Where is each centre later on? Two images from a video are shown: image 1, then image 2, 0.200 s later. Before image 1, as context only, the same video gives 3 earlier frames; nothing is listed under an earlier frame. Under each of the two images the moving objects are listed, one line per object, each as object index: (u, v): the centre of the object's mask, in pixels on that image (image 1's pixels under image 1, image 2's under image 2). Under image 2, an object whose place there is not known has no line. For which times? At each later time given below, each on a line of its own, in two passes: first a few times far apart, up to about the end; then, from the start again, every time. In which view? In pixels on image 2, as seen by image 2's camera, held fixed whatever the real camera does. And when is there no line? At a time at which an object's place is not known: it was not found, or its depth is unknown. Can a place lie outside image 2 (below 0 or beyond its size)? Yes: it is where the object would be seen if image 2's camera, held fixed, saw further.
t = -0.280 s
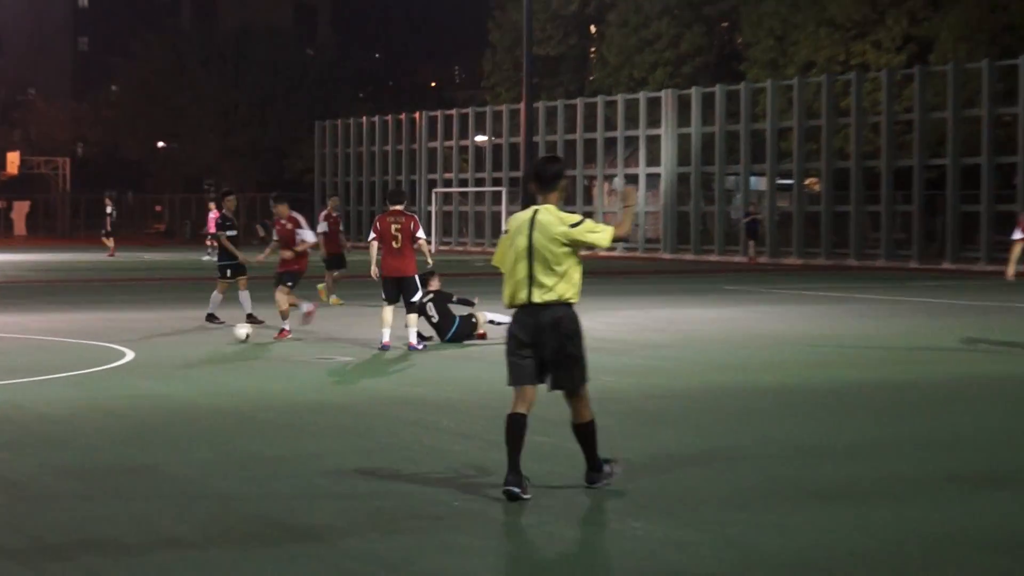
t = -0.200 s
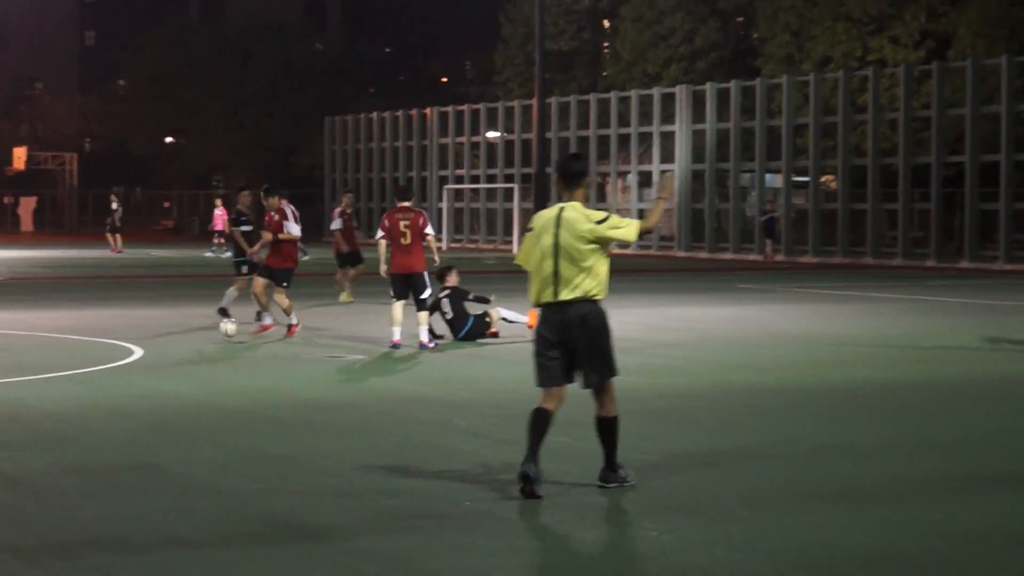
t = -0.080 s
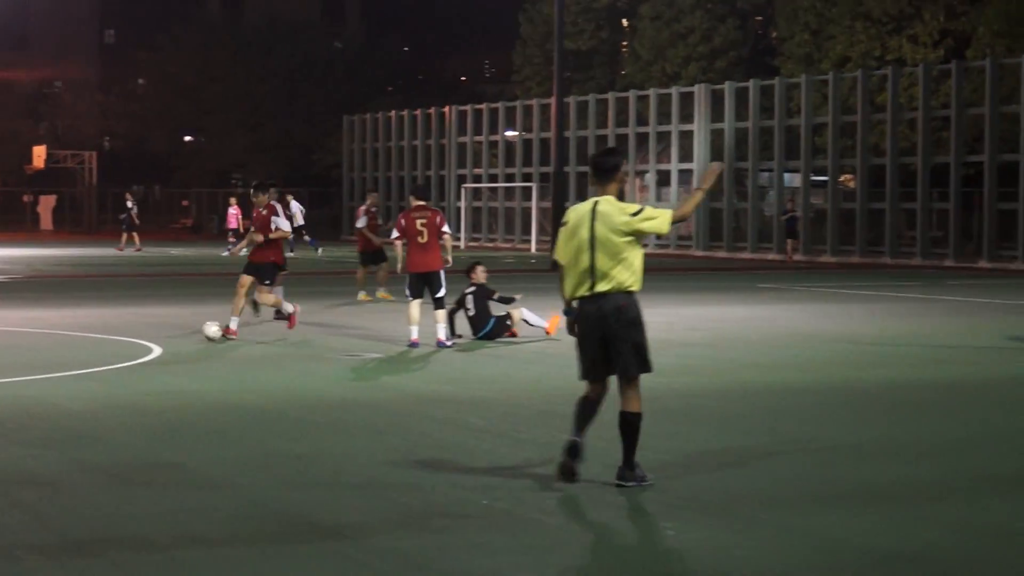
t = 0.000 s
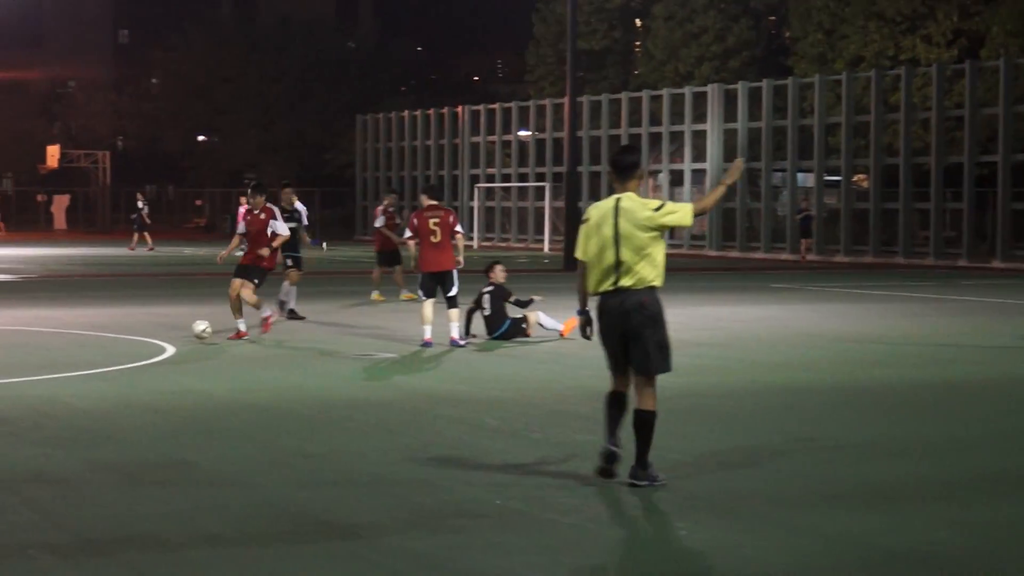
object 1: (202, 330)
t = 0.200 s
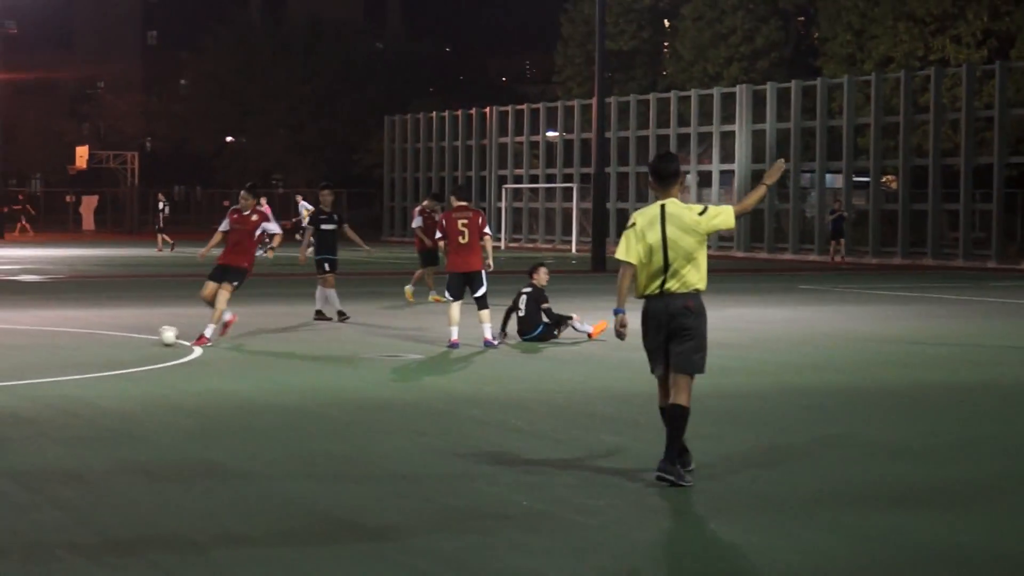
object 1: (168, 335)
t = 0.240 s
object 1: (157, 335)
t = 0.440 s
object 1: (97, 339)
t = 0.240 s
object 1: (157, 335)
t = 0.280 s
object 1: (145, 337)
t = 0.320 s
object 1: (133, 338)
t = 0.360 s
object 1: (121, 338)
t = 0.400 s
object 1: (109, 339)
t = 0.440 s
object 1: (97, 339)
